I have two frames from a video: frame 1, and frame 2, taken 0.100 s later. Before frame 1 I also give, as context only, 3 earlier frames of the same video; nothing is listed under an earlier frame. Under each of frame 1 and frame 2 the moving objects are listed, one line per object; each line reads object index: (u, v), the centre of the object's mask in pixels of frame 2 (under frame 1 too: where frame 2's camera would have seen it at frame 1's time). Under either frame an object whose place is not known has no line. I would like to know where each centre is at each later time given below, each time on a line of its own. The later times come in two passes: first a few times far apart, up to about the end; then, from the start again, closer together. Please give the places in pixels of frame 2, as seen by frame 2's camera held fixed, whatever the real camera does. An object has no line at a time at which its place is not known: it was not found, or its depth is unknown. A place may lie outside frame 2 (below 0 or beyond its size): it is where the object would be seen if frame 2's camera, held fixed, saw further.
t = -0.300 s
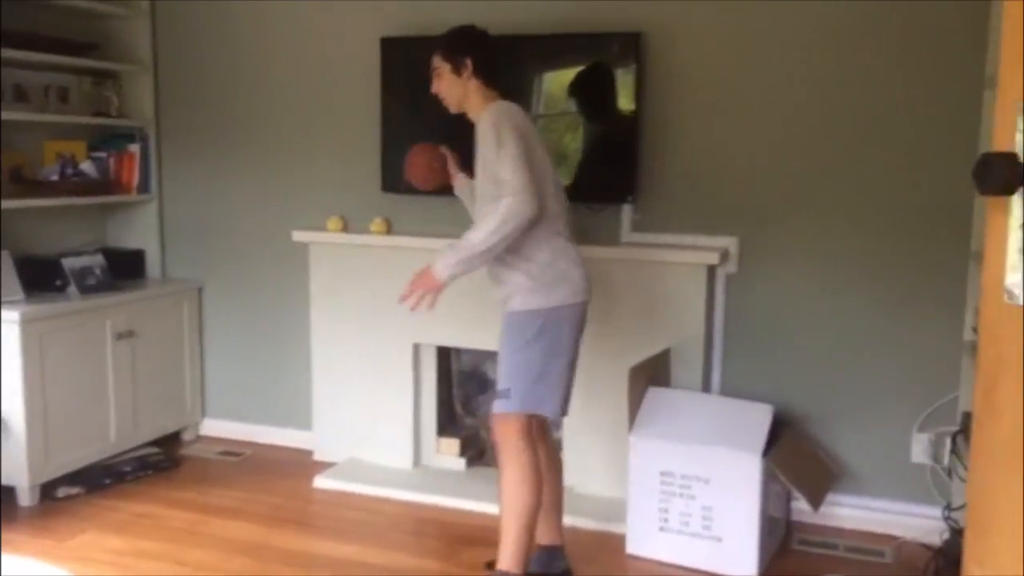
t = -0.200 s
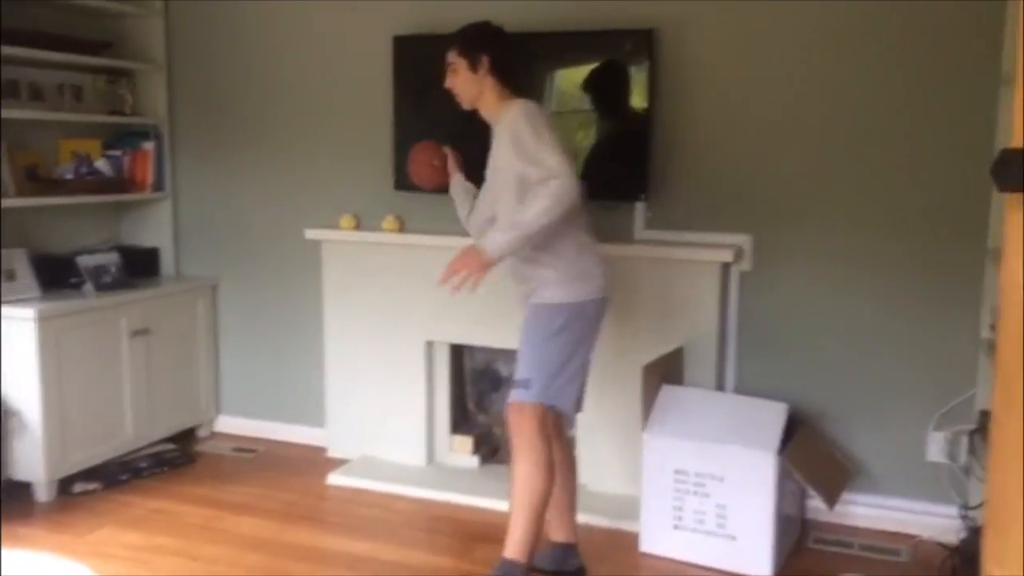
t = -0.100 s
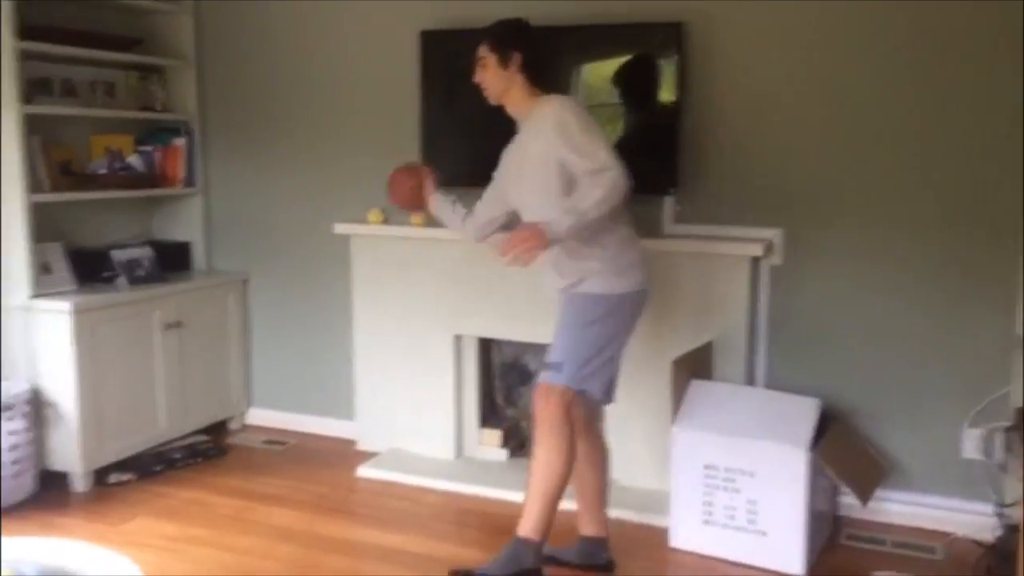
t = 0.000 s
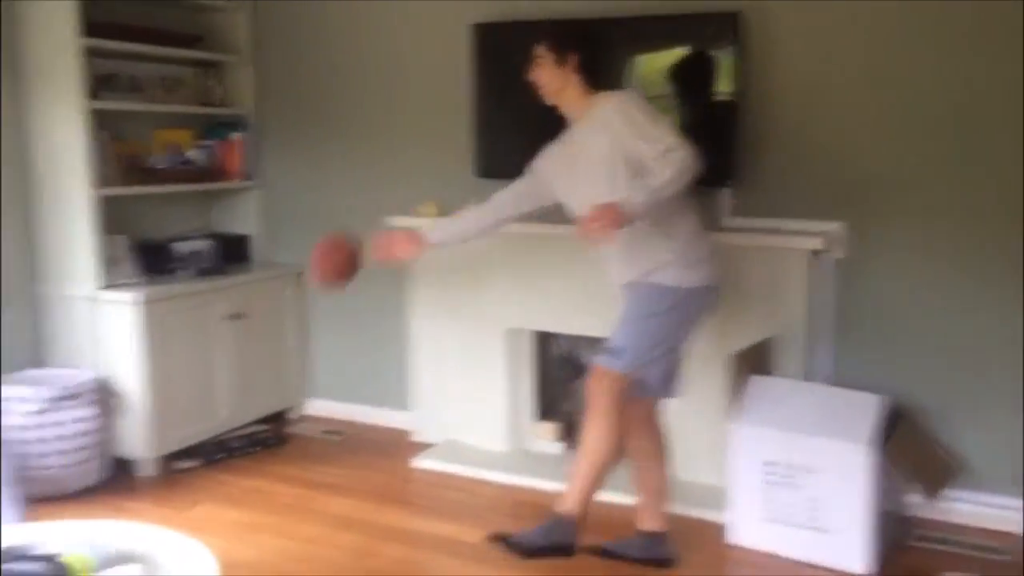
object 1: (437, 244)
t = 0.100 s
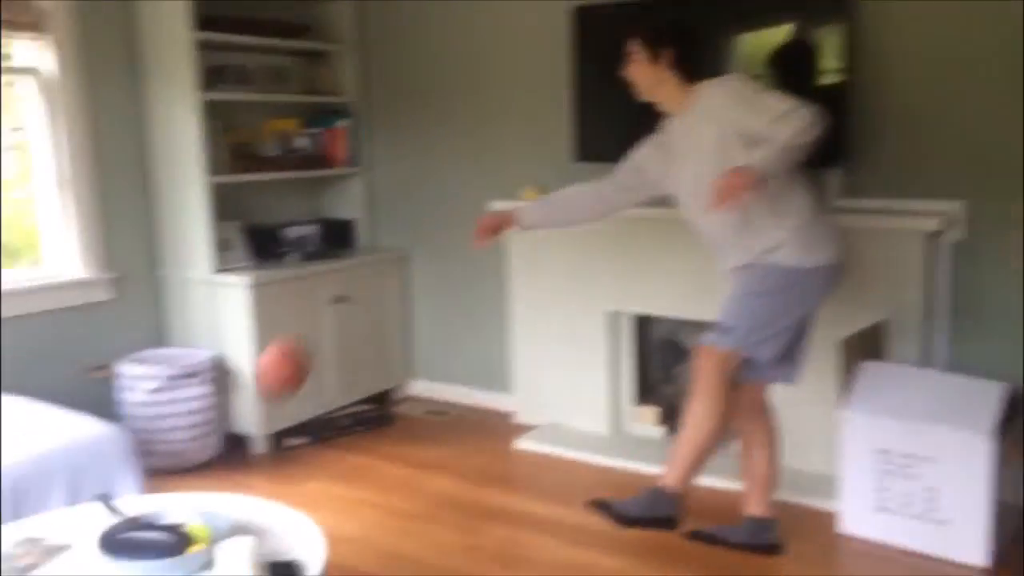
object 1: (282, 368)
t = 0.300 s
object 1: (91, 401)
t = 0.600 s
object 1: (151, 341)
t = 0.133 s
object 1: (229, 417)
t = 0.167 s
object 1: (176, 464)
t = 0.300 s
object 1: (91, 401)
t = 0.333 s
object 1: (102, 393)
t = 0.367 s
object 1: (118, 372)
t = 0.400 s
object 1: (131, 360)
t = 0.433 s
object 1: (146, 349)
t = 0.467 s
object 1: (151, 343)
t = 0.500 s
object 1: (151, 340)
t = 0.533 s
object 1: (150, 339)
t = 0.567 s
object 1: (150, 339)
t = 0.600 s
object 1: (151, 341)
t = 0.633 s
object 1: (153, 346)
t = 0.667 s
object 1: (154, 347)
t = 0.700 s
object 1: (154, 347)
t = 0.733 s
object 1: (154, 348)
